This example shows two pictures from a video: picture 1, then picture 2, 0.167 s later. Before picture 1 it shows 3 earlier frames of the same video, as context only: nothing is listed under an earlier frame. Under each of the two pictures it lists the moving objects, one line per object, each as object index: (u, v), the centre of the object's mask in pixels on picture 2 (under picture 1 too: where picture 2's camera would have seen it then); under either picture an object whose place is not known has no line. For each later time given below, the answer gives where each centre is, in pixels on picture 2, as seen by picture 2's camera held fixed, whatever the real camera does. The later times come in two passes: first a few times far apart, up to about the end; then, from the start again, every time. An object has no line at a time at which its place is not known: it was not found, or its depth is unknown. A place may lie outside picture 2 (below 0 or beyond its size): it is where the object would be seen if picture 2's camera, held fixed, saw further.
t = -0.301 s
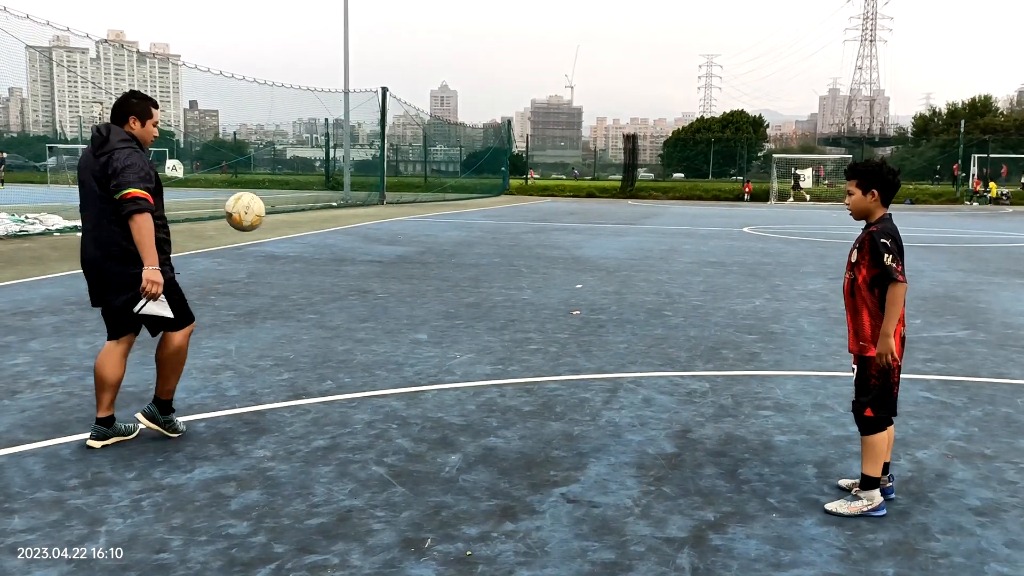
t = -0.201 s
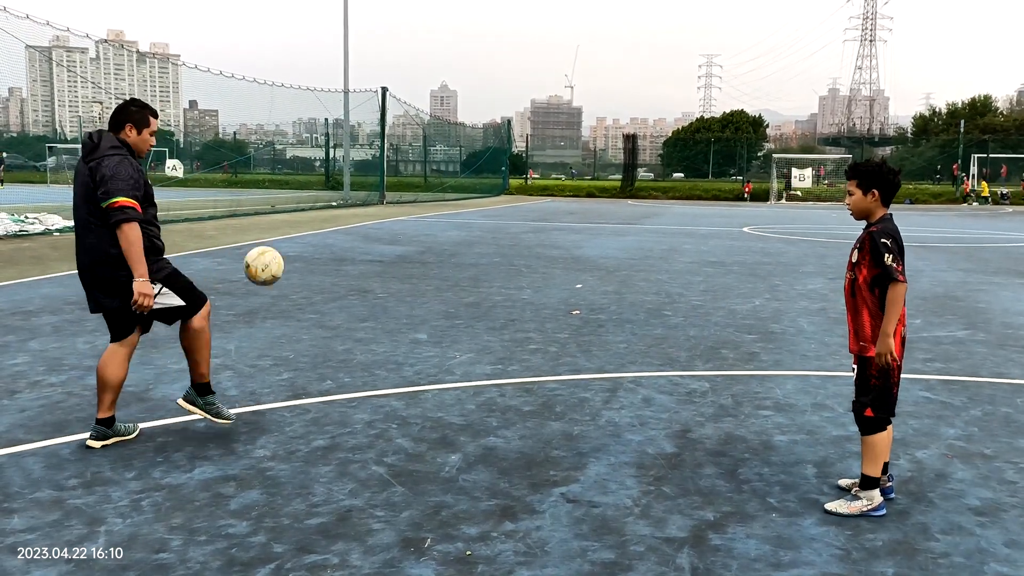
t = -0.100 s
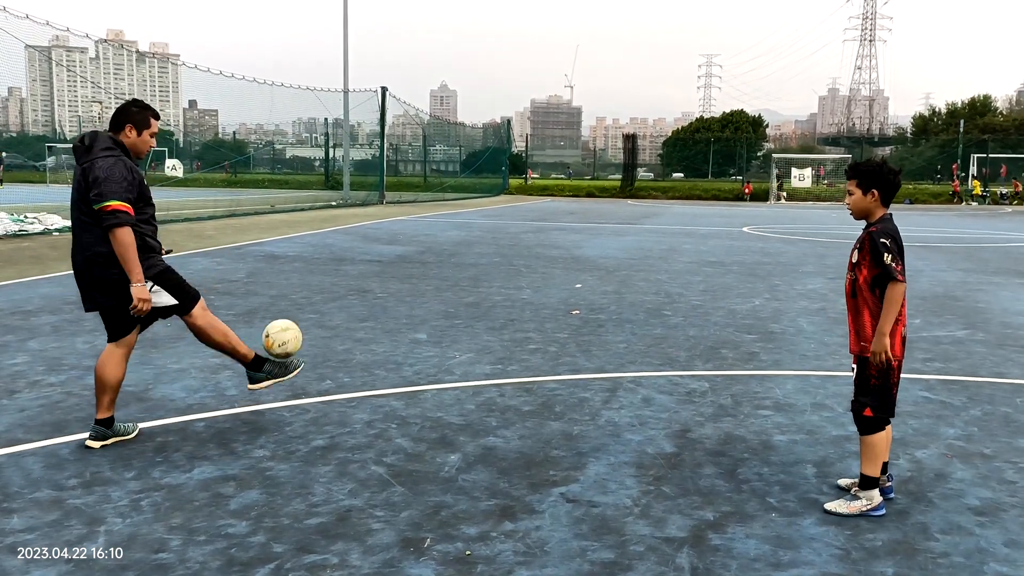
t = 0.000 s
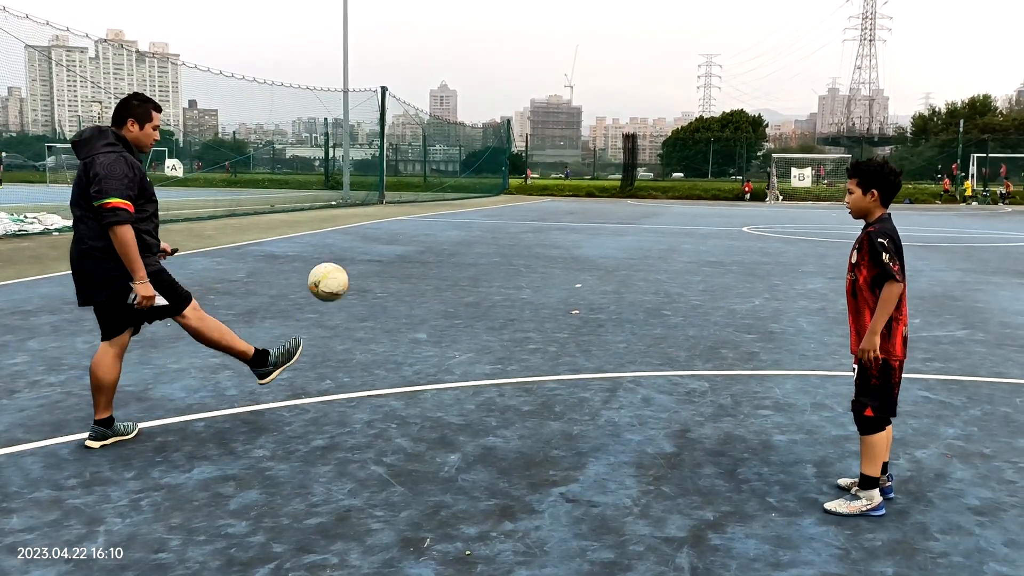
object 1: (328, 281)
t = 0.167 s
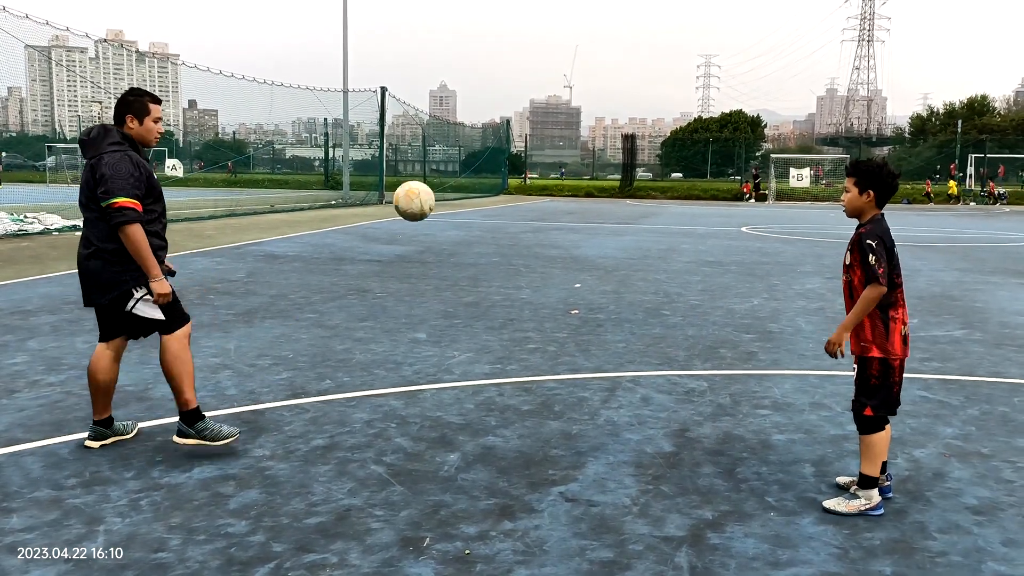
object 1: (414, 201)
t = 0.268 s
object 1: (468, 176)
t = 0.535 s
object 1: (623, 211)
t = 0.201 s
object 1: (432, 191)
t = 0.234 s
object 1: (450, 182)
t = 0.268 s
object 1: (468, 176)
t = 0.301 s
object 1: (488, 172)
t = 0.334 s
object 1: (506, 170)
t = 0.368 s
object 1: (525, 171)
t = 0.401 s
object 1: (544, 174)
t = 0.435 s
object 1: (564, 180)
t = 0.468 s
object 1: (583, 188)
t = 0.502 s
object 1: (603, 198)
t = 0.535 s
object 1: (623, 211)
